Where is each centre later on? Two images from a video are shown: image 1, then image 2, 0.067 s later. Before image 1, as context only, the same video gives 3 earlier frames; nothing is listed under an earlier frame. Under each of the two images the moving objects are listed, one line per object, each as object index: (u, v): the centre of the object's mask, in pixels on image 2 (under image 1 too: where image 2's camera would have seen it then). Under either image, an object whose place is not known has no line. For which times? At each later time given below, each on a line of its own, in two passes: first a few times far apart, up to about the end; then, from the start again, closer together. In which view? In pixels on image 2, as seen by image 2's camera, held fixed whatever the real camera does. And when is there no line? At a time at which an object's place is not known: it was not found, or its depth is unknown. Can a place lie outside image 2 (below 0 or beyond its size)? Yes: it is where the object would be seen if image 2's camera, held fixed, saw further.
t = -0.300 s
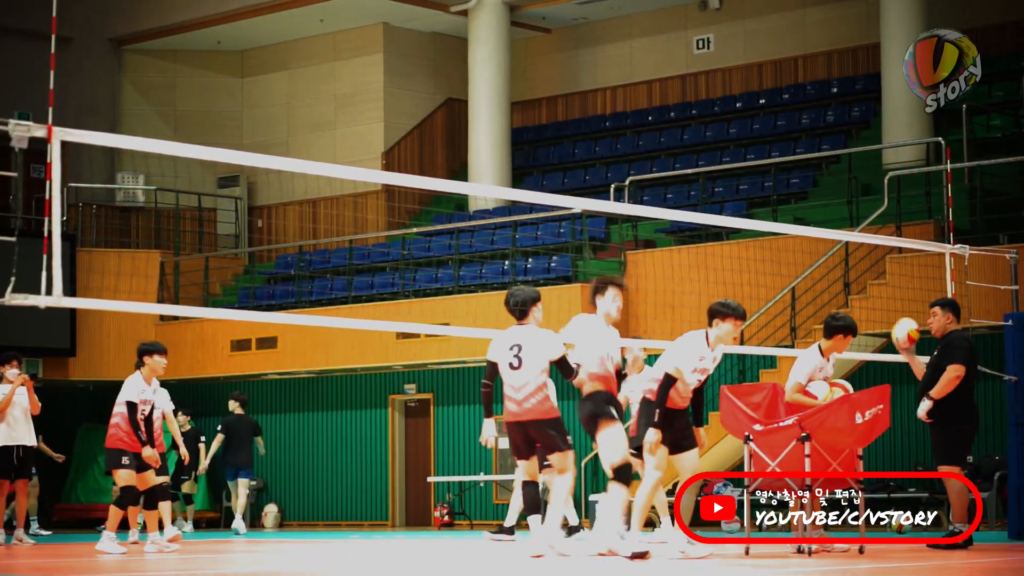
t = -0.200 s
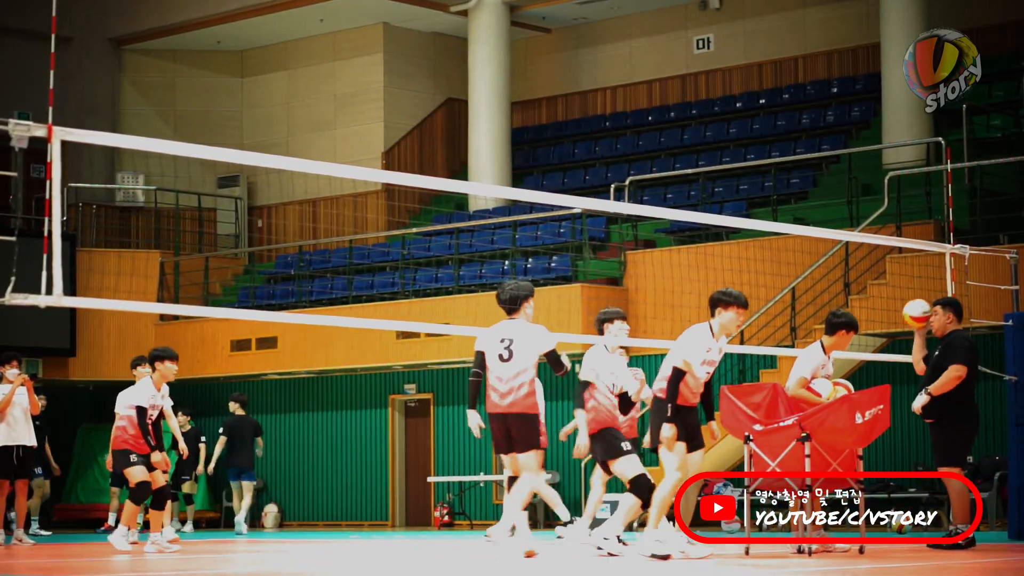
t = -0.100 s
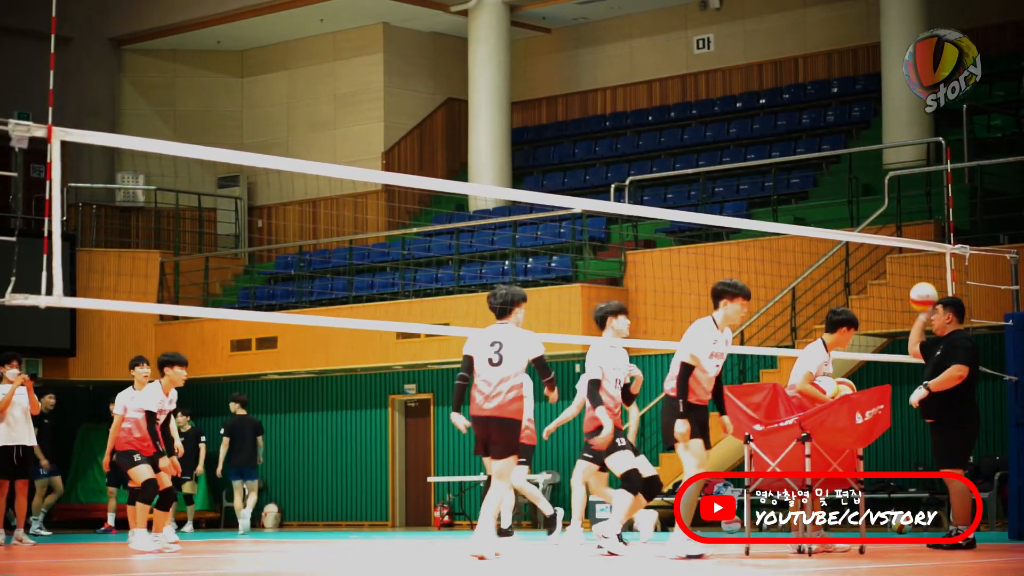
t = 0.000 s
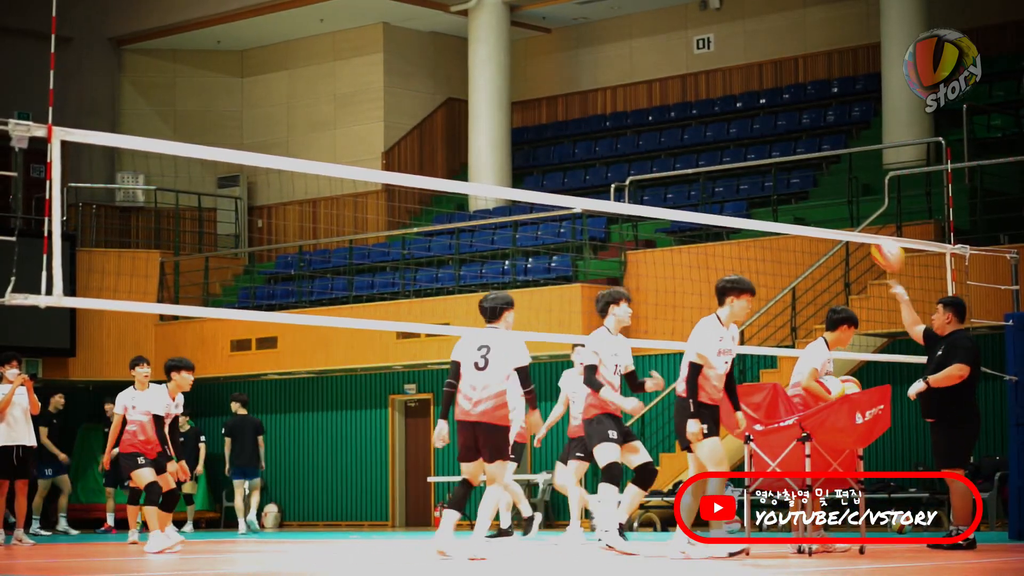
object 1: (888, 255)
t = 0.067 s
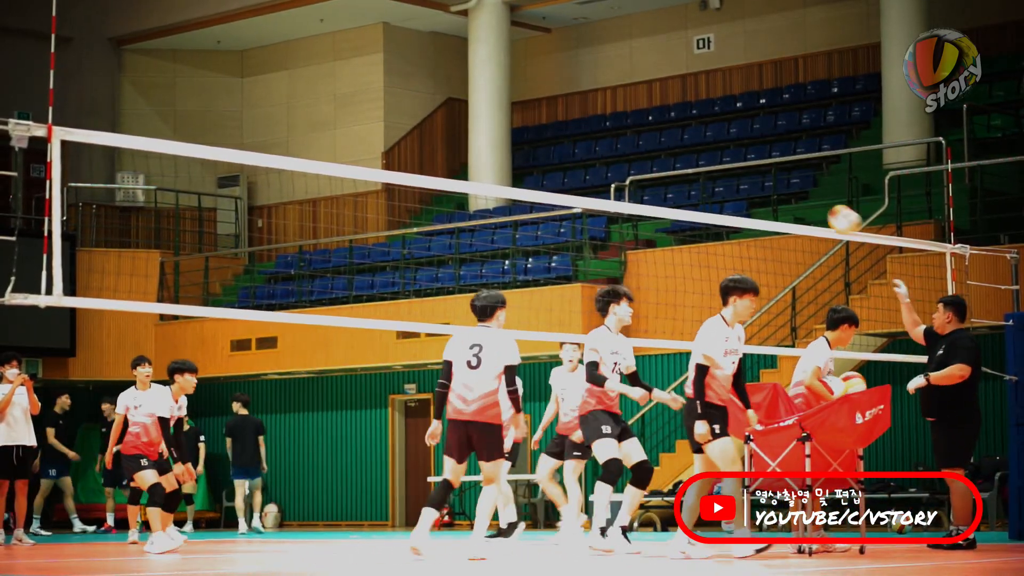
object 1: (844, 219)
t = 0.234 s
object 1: (738, 164)
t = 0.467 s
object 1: (597, 144)
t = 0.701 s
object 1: (463, 191)
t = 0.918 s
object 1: (344, 289)
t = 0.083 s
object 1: (834, 213)
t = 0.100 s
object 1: (823, 207)
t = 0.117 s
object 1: (812, 201)
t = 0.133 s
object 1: (801, 195)
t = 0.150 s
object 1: (791, 189)
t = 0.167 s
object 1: (780, 183)
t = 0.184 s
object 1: (769, 178)
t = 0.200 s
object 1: (759, 173)
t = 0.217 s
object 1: (748, 169)
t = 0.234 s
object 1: (738, 164)
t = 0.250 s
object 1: (728, 161)
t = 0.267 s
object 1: (717, 157)
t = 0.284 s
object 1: (707, 154)
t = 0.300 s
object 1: (697, 151)
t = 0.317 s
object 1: (687, 149)
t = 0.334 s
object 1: (677, 147)
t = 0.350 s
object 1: (667, 145)
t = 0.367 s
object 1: (657, 144)
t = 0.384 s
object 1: (647, 143)
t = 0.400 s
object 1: (637, 143)
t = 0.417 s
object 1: (627, 143)
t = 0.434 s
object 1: (617, 143)
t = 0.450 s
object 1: (607, 144)
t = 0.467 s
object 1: (597, 144)
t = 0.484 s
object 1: (587, 145)
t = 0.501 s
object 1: (577, 147)
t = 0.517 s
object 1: (568, 148)
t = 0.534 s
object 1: (558, 150)
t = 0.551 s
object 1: (548, 153)
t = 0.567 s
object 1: (538, 155)
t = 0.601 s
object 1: (520, 162)
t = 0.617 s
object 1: (511, 166)
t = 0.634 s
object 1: (502, 170)
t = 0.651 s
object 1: (492, 172)
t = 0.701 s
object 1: (463, 191)
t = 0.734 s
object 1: (444, 204)
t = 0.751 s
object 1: (435, 208)
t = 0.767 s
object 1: (426, 216)
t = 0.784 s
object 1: (416, 222)
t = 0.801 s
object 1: (407, 230)
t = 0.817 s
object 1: (398, 237)
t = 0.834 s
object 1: (389, 245)
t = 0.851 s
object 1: (380, 254)
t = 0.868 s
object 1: (371, 262)
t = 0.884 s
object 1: (362, 271)
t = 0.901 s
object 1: (353, 280)
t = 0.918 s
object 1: (344, 289)
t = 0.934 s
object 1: (336, 299)
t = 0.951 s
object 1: (328, 306)
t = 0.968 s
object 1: (318, 321)
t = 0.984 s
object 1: (308, 335)
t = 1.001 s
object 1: (300, 343)
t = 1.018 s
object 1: (291, 355)
